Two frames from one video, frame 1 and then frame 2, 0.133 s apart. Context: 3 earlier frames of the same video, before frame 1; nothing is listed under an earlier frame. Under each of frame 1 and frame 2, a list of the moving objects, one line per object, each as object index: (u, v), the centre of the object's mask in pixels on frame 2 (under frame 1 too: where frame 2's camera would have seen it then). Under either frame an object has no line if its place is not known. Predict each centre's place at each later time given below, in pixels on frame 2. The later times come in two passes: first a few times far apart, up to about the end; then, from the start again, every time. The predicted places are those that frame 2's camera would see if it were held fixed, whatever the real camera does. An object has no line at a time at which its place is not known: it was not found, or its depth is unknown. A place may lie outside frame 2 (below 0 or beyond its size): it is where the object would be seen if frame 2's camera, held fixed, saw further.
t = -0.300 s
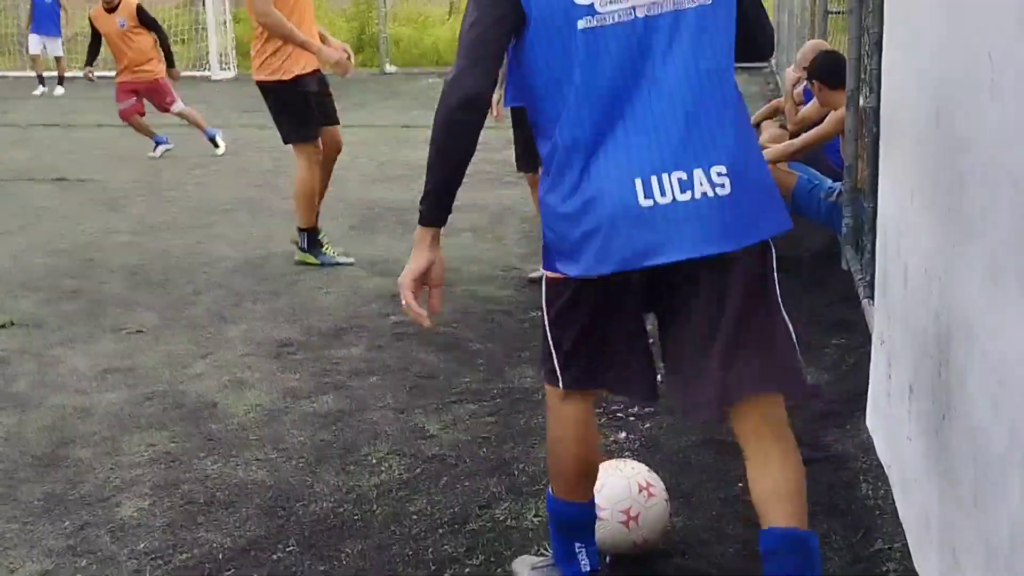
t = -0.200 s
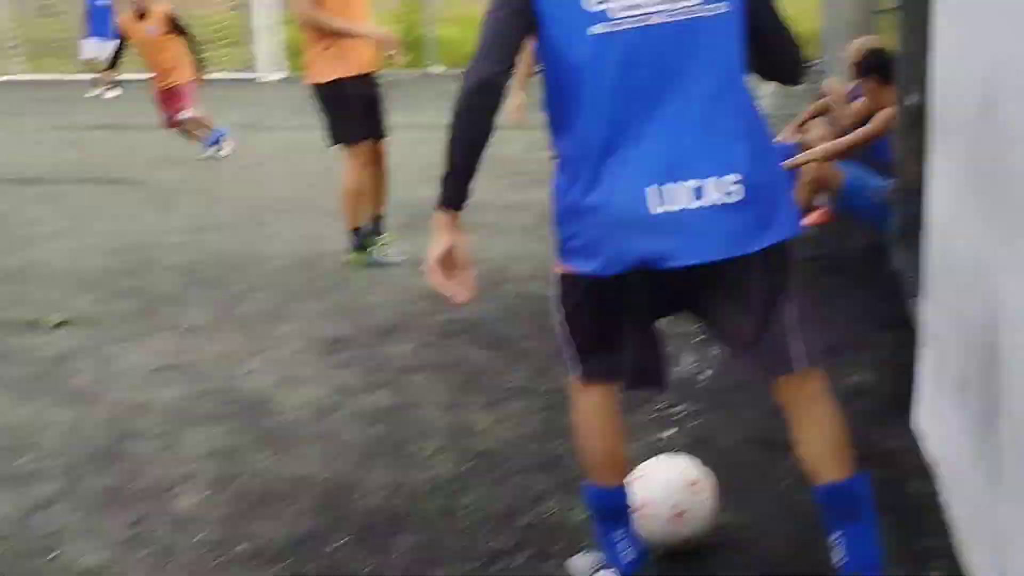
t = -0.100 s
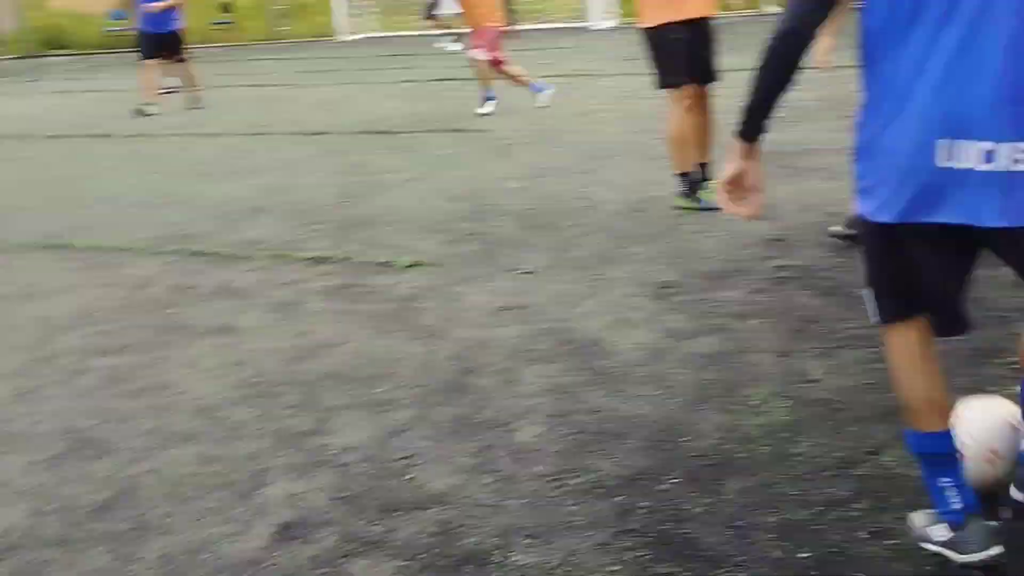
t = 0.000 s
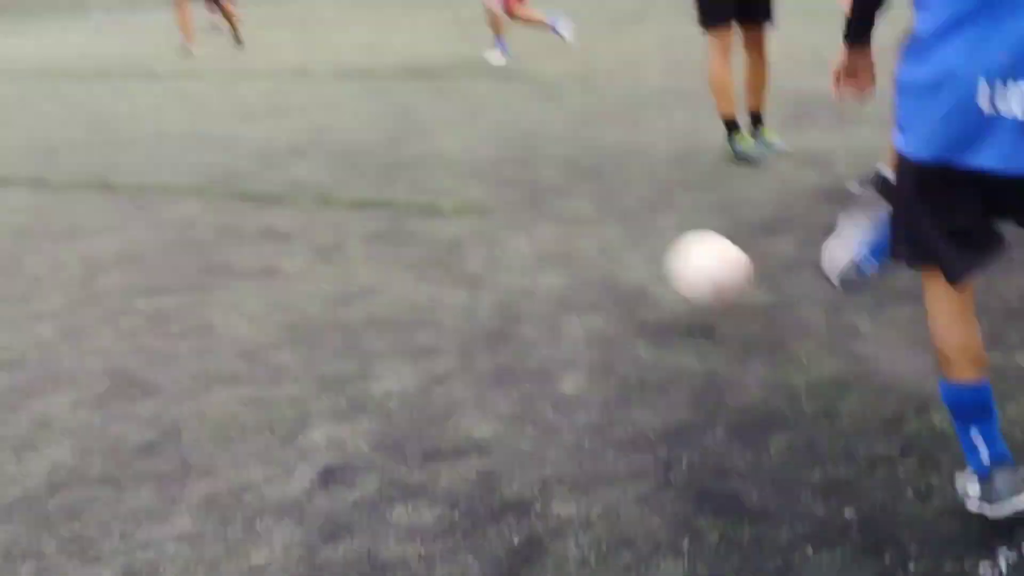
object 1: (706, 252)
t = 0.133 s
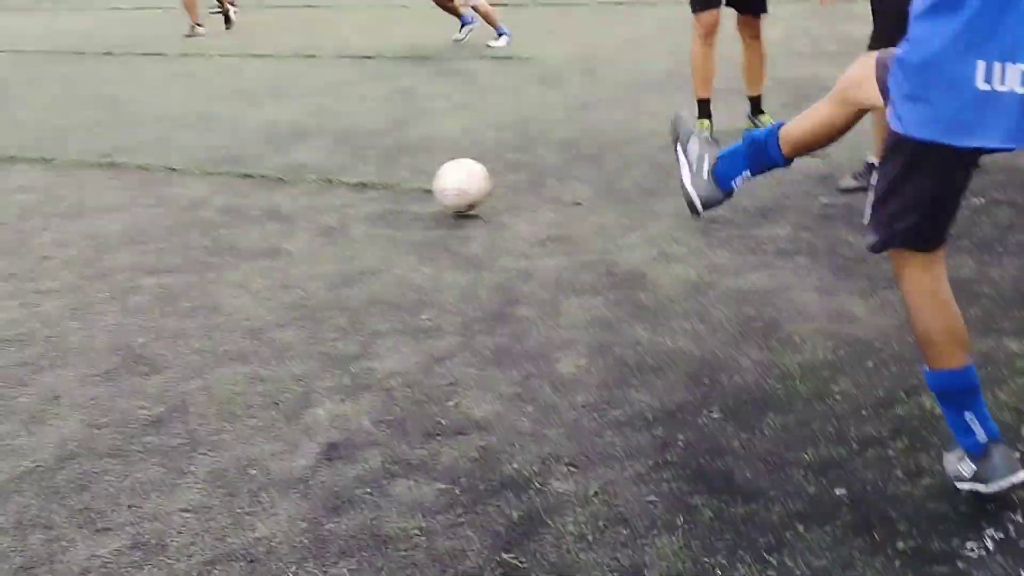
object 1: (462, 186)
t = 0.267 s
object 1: (330, 121)
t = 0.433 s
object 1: (224, 95)
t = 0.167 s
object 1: (421, 173)
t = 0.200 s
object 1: (387, 152)
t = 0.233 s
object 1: (356, 132)
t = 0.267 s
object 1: (330, 121)
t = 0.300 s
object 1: (305, 111)
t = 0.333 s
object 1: (281, 103)
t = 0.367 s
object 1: (260, 98)
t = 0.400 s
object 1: (241, 96)
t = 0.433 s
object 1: (224, 95)
